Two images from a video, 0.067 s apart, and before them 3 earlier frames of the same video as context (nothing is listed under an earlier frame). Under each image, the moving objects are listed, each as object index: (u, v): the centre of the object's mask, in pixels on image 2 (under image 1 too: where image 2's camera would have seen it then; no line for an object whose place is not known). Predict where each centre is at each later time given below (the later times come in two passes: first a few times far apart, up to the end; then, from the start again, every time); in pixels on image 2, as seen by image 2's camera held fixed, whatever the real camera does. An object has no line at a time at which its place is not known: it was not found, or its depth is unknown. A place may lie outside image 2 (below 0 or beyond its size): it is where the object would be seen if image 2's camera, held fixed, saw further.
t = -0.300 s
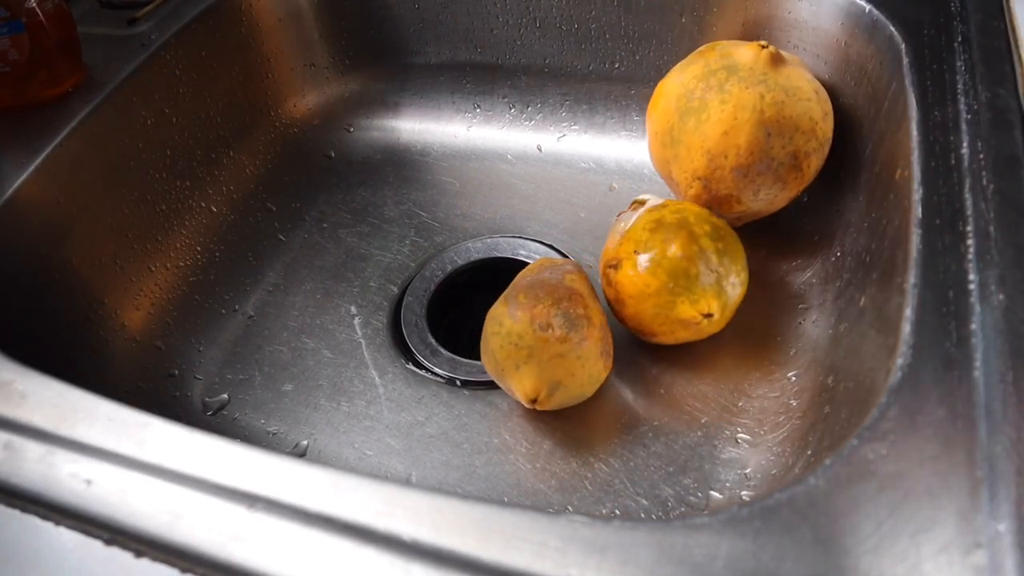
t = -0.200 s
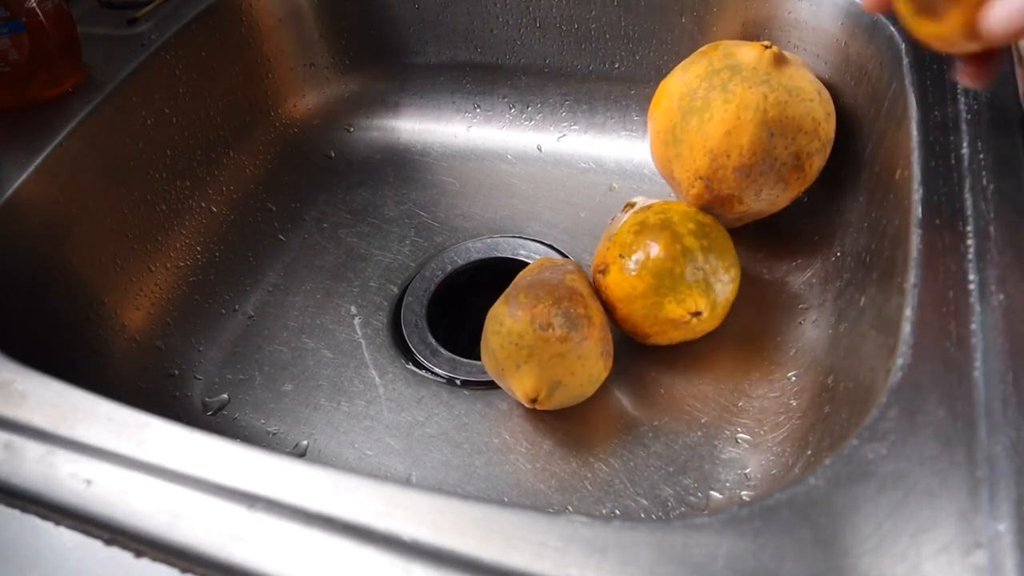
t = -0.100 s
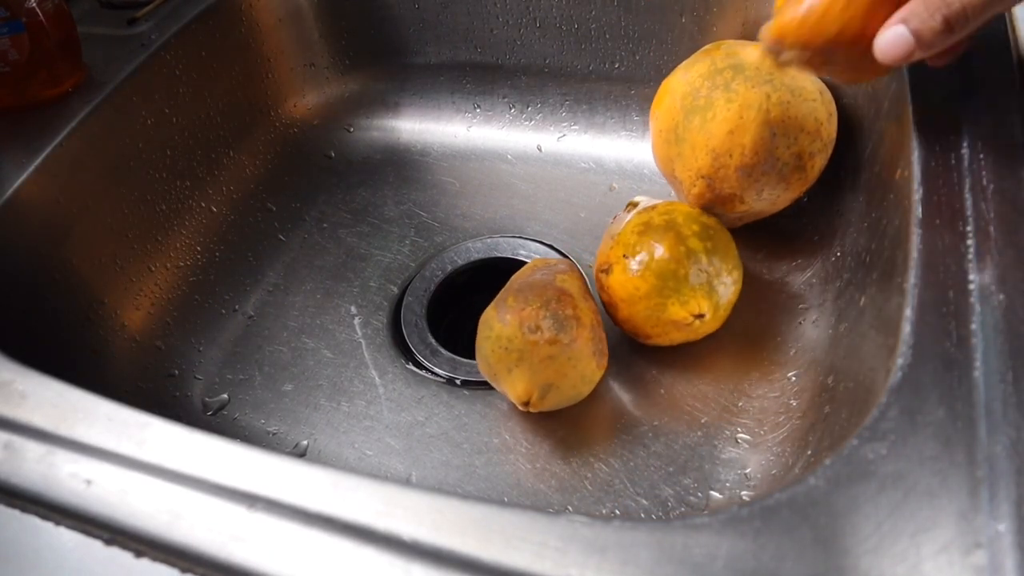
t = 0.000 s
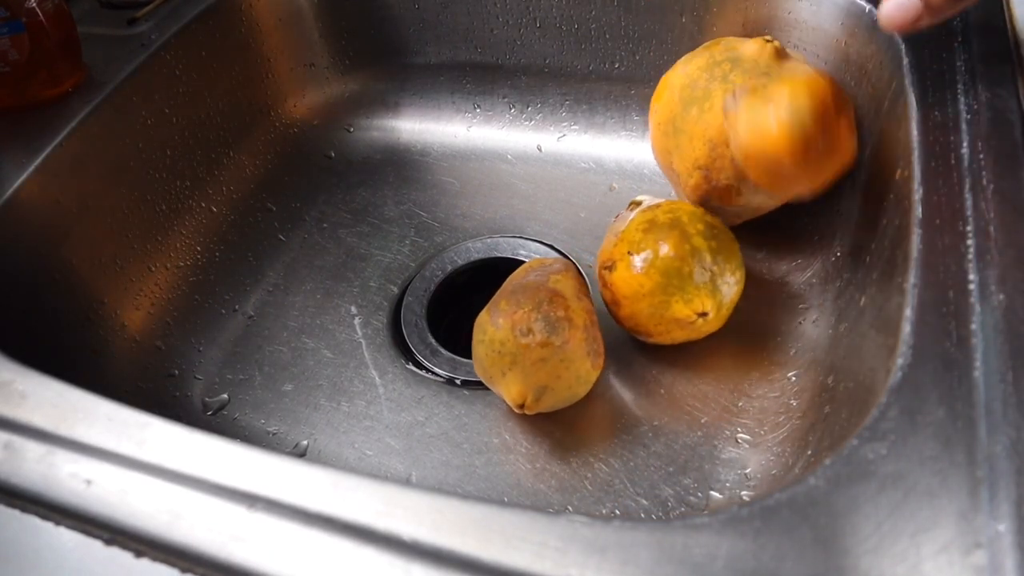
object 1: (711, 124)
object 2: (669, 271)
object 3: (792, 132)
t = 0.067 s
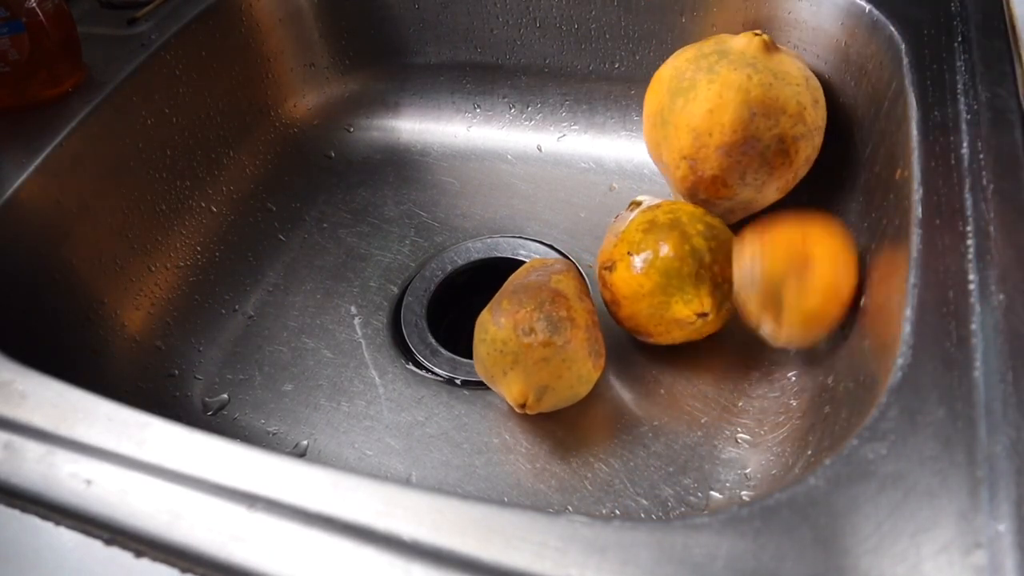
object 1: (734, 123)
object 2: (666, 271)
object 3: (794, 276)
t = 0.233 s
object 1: (715, 123)
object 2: (656, 272)
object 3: (664, 456)
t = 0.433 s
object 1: (681, 117)
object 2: (664, 276)
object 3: (504, 468)
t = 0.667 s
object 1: (573, 137)
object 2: (659, 273)
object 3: (451, 448)
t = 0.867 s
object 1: (462, 175)
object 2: (656, 266)
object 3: (418, 445)
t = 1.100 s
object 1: (367, 217)
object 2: (655, 268)
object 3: (427, 447)
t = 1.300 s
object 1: (301, 264)
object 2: (655, 267)
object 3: (440, 448)
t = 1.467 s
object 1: (272, 278)
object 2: (655, 267)
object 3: (432, 448)
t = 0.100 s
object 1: (730, 122)
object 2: (663, 268)
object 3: (761, 335)
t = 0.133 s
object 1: (726, 122)
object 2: (660, 270)
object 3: (741, 371)
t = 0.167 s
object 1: (723, 123)
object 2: (657, 272)
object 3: (720, 402)
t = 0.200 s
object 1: (719, 123)
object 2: (656, 272)
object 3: (694, 430)
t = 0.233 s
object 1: (715, 123)
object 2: (656, 272)
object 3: (664, 456)
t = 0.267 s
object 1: (711, 122)
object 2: (656, 272)
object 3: (633, 466)
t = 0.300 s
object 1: (707, 121)
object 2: (658, 272)
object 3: (598, 472)
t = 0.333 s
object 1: (702, 120)
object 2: (659, 273)
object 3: (566, 478)
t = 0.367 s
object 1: (696, 119)
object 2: (661, 274)
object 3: (541, 475)
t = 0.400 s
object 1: (689, 118)
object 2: (662, 275)
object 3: (525, 473)
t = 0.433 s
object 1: (681, 117)
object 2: (664, 276)
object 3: (504, 468)
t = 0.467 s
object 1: (671, 117)
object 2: (664, 275)
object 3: (487, 458)
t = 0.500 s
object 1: (660, 118)
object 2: (664, 274)
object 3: (475, 453)
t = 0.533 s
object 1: (647, 121)
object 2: (663, 273)
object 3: (467, 448)
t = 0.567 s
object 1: (631, 125)
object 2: (662, 272)
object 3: (461, 446)
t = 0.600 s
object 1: (612, 130)
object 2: (662, 272)
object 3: (457, 446)
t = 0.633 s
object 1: (592, 132)
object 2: (661, 273)
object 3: (454, 447)
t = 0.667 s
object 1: (573, 137)
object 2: (659, 273)
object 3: (451, 448)
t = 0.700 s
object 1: (555, 143)
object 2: (657, 273)
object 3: (447, 449)
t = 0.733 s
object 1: (534, 148)
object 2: (655, 272)
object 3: (441, 449)
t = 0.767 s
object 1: (514, 153)
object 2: (653, 271)
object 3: (435, 448)
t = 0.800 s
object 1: (496, 158)
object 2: (653, 269)
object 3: (429, 448)
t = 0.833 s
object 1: (478, 165)
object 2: (654, 267)
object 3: (422, 447)
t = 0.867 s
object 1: (462, 175)
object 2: (656, 266)
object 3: (418, 445)
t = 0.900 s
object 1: (446, 180)
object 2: (657, 265)
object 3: (414, 444)
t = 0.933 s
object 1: (432, 184)
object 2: (656, 265)
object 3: (413, 443)
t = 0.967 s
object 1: (418, 189)
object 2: (656, 265)
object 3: (414, 444)
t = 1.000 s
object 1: (404, 193)
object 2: (656, 265)
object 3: (415, 444)
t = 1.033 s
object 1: (391, 198)
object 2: (656, 266)
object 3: (418, 445)
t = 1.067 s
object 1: (379, 206)
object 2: (655, 267)
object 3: (423, 447)
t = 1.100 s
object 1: (367, 217)
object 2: (655, 268)
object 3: (427, 447)
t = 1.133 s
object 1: (354, 228)
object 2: (655, 268)
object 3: (431, 448)
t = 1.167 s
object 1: (340, 239)
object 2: (655, 268)
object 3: (434, 448)
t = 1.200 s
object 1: (328, 248)
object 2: (655, 267)
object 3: (437, 448)
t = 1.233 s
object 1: (317, 254)
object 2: (655, 267)
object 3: (440, 448)
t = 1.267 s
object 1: (309, 260)
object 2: (655, 267)
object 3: (441, 448)
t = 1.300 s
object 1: (301, 264)
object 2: (655, 267)
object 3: (440, 448)
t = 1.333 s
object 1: (293, 268)
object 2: (655, 267)
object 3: (439, 448)
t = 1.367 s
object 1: (285, 271)
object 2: (655, 267)
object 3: (437, 448)
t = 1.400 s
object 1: (279, 274)
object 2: (655, 267)
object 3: (435, 448)
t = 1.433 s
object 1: (275, 276)
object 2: (655, 267)
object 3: (434, 448)
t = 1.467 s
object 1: (272, 278)
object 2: (655, 267)
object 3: (432, 448)
